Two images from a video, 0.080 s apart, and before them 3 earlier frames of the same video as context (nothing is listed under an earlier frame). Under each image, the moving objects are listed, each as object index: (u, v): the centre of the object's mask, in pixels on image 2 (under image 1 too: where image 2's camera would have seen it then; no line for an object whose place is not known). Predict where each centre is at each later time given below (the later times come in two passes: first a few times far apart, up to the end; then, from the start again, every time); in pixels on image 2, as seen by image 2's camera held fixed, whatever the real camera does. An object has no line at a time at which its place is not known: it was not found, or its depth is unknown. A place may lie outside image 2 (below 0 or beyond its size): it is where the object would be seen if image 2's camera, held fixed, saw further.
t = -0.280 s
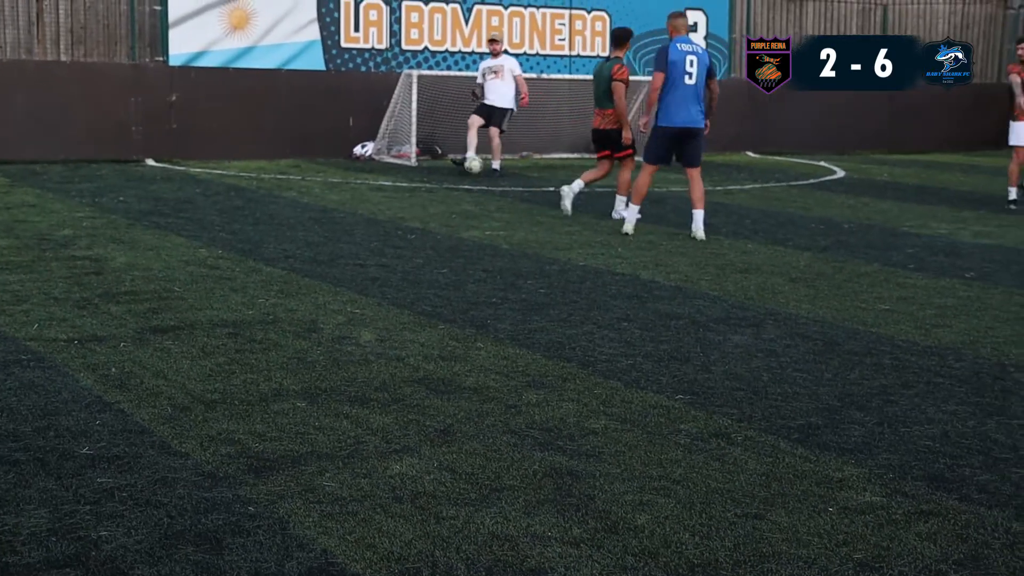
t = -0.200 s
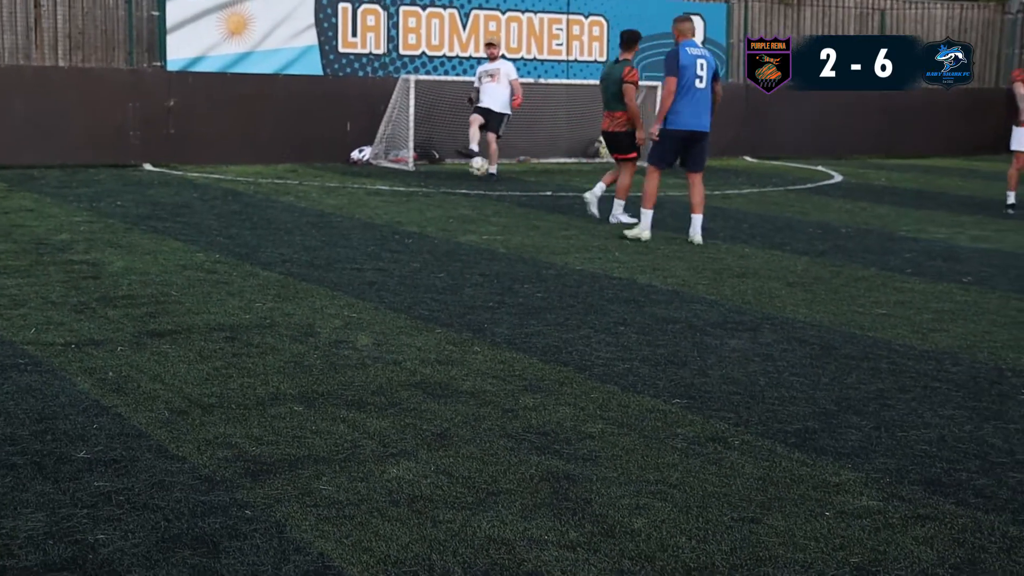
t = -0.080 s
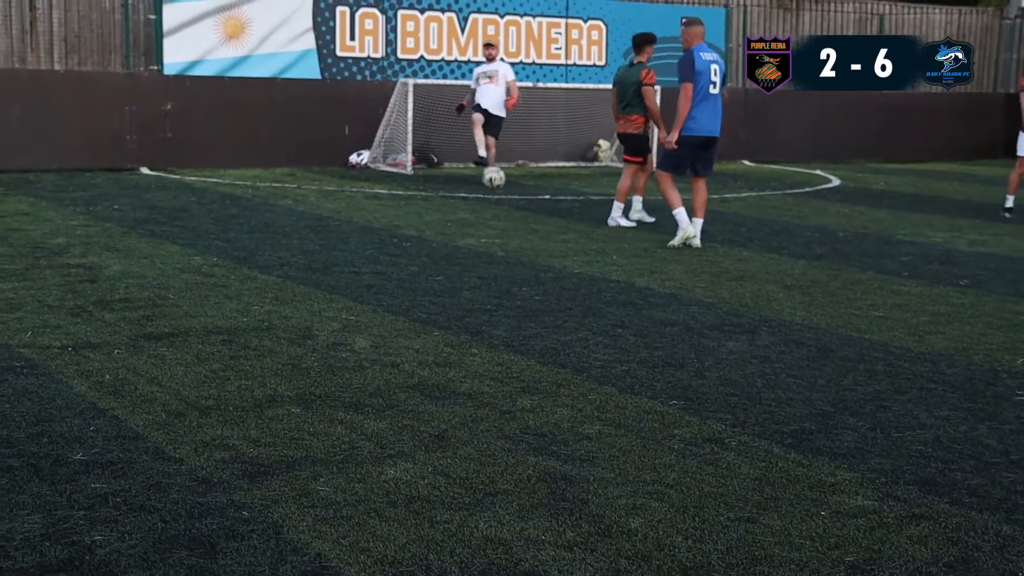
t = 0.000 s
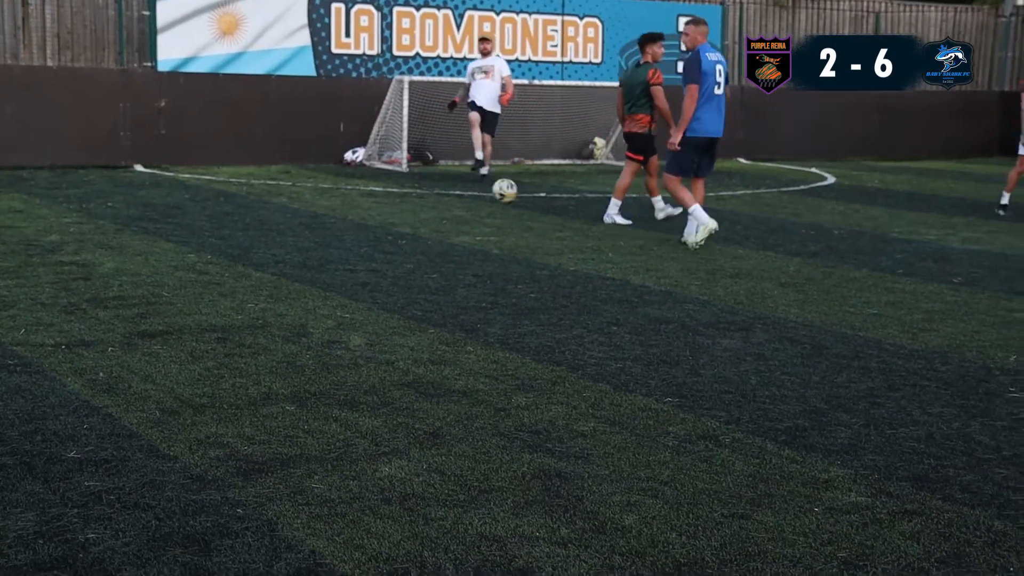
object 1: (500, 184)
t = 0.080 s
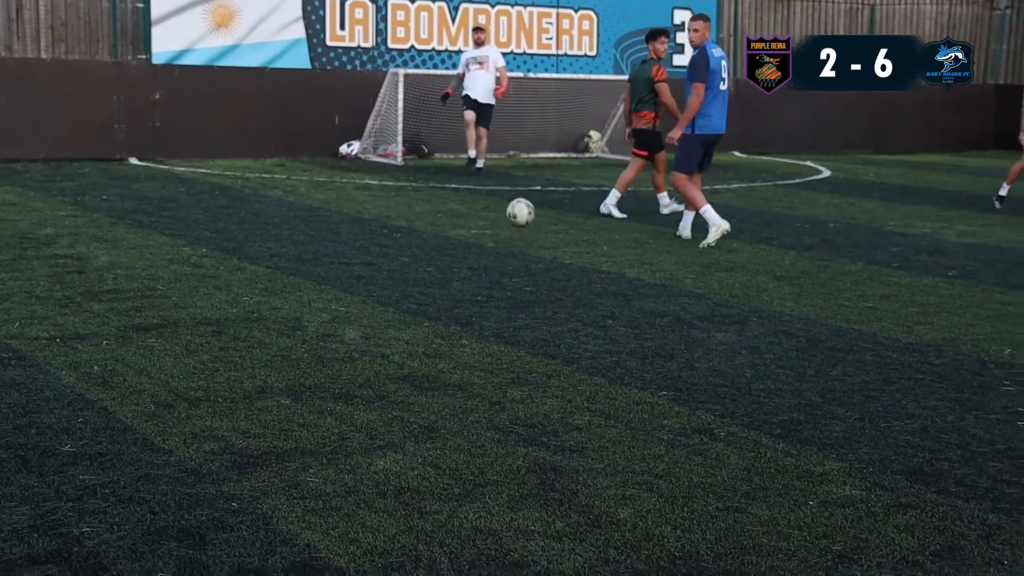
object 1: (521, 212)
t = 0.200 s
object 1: (560, 245)
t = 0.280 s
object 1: (591, 249)
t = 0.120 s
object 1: (534, 232)
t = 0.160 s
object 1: (547, 246)
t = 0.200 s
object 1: (560, 245)
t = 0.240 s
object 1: (574, 245)
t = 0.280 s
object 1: (591, 249)
